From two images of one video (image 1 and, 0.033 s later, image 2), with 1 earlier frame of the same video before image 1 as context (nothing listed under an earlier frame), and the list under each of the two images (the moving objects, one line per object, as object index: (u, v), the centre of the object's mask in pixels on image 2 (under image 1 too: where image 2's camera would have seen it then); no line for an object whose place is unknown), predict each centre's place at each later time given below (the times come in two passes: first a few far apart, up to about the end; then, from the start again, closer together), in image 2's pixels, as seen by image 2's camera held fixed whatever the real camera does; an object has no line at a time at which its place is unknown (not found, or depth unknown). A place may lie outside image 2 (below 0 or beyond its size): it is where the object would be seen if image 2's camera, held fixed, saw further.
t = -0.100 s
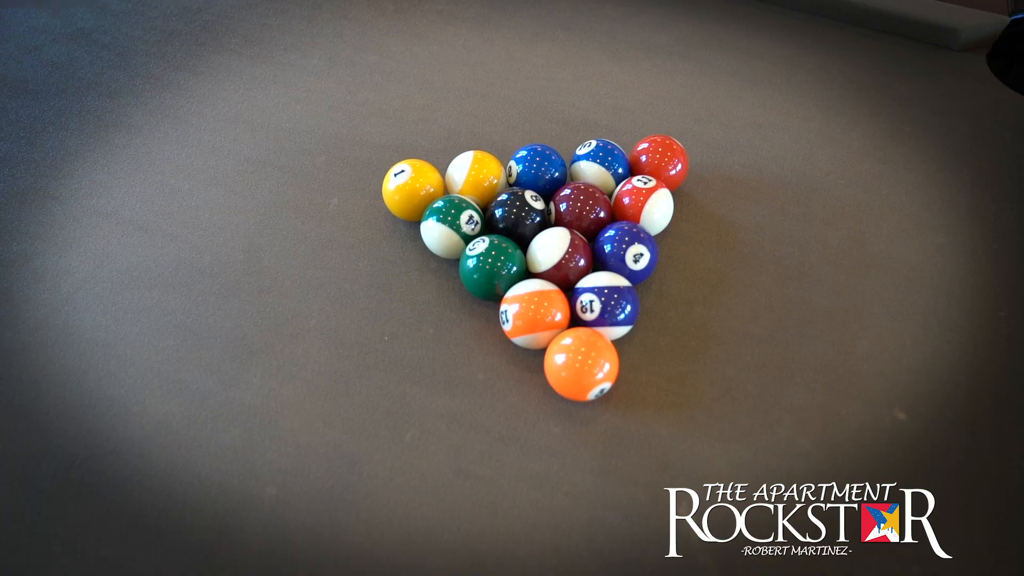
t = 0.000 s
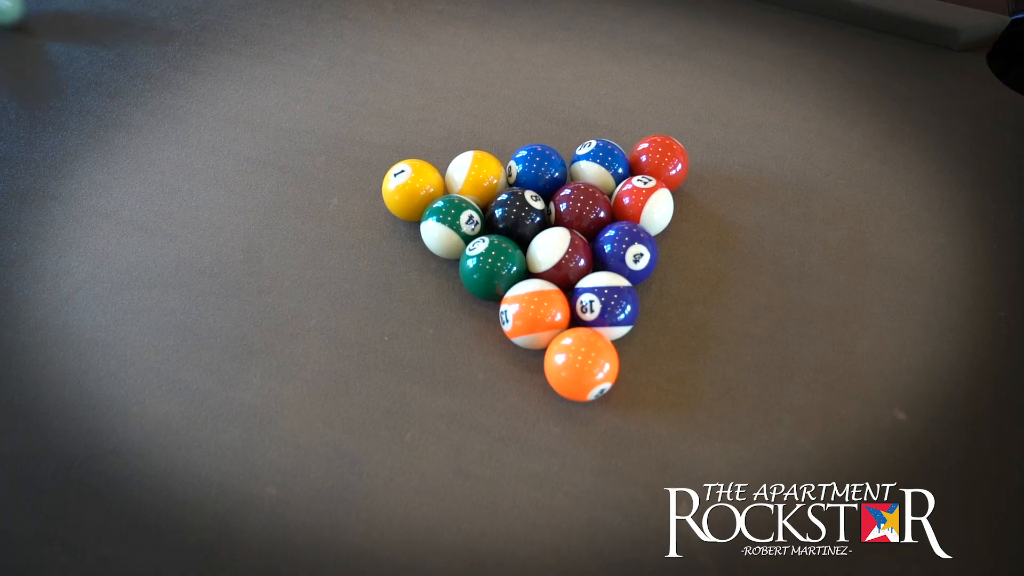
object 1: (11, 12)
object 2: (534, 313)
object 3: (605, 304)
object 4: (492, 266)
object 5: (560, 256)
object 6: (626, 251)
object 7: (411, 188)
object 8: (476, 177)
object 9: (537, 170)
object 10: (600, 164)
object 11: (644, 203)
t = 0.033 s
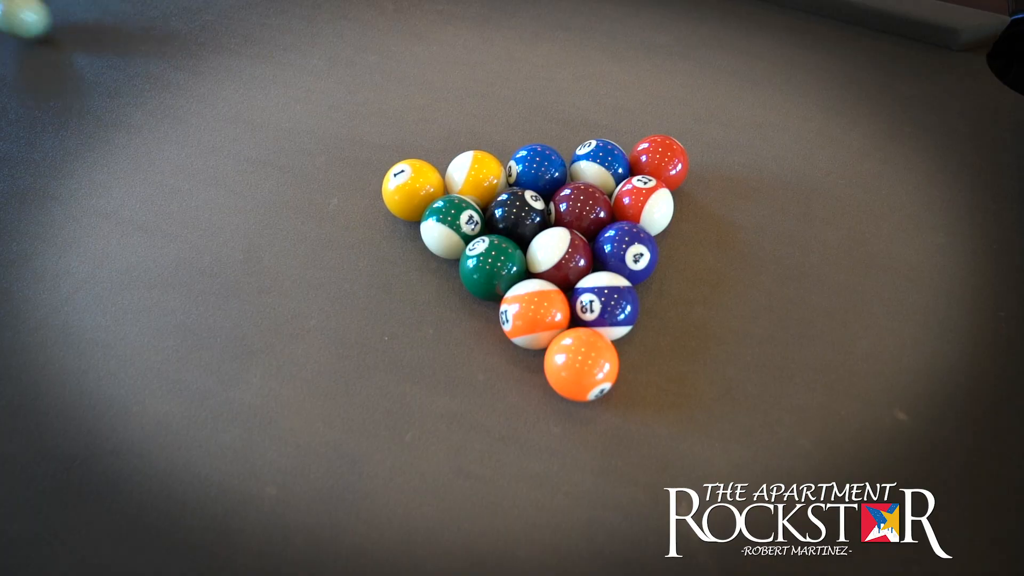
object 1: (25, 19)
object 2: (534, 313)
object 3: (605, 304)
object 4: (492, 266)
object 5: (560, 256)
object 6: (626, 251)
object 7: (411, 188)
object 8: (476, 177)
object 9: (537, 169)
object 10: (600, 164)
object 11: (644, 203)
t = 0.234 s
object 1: (184, 91)
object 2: (534, 313)
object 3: (605, 304)
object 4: (492, 267)
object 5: (560, 256)
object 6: (626, 251)
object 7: (411, 188)
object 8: (476, 177)
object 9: (537, 169)
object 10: (600, 164)
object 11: (644, 203)
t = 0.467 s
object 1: (349, 177)
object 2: (524, 331)
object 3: (625, 310)
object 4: (484, 275)
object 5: (560, 260)
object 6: (641, 253)
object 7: (414, 183)
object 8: (479, 175)
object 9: (542, 169)
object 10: (603, 164)
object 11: (648, 201)
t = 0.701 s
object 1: (313, 197)
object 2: (486, 386)
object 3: (690, 330)
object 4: (453, 296)
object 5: (564, 262)
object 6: (691, 262)
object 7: (417, 167)
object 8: (481, 170)
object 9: (548, 167)
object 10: (616, 161)
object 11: (669, 192)
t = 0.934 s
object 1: (288, 216)
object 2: (452, 435)
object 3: (744, 346)
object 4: (426, 315)
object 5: (567, 263)
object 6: (732, 268)
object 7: (420, 154)
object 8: (483, 166)
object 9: (554, 165)
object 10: (629, 155)
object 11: (689, 183)
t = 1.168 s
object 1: (268, 235)
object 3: (799, 362)
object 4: (397, 334)
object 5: (569, 264)
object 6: (771, 274)
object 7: (422, 141)
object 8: (484, 161)
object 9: (558, 162)
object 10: (640, 149)
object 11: (706, 174)
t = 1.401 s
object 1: (249, 255)
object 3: (851, 377)
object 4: (368, 355)
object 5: (571, 264)
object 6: (810, 279)
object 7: (423, 128)
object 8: (485, 156)
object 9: (563, 160)
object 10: (651, 143)
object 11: (723, 165)
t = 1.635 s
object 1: (229, 275)
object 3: (905, 393)
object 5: (572, 264)
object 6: (848, 285)
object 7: (424, 117)
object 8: (487, 152)
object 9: (566, 158)
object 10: (661, 138)
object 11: (739, 157)
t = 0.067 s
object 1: (44, 26)
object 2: (534, 313)
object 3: (605, 304)
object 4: (492, 267)
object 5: (560, 256)
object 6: (626, 251)
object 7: (411, 188)
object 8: (476, 177)
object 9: (537, 169)
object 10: (600, 164)
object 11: (644, 203)
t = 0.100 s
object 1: (71, 37)
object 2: (534, 313)
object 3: (605, 304)
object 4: (492, 266)
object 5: (560, 256)
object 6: (626, 251)
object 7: (411, 188)
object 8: (476, 177)
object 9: (537, 169)
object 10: (600, 164)
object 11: (644, 203)
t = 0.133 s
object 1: (98, 50)
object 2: (534, 313)
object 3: (605, 304)
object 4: (492, 266)
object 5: (560, 256)
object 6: (626, 251)
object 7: (411, 188)
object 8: (476, 177)
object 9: (537, 169)
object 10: (600, 164)
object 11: (644, 203)
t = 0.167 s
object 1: (126, 64)
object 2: (534, 313)
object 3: (605, 304)
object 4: (492, 266)
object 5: (560, 256)
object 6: (626, 251)
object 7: (411, 188)
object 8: (476, 177)
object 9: (537, 169)
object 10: (600, 164)
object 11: (644, 203)
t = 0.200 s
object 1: (155, 77)
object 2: (534, 313)
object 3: (605, 304)
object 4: (492, 266)
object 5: (560, 256)
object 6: (626, 251)
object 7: (411, 188)
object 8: (476, 177)
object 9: (537, 169)
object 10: (600, 164)
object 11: (644, 203)
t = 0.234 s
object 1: (184, 91)
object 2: (534, 313)
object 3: (605, 304)
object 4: (492, 267)
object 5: (560, 256)
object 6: (626, 251)
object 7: (411, 188)
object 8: (476, 177)
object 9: (537, 169)
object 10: (600, 164)
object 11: (644, 203)
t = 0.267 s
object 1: (215, 106)
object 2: (534, 313)
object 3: (605, 304)
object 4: (492, 267)
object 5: (560, 256)
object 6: (626, 251)
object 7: (411, 188)
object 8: (476, 177)
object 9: (537, 169)
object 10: (600, 164)
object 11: (644, 203)
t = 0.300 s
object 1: (246, 120)
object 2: (534, 313)
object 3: (605, 304)
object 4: (492, 267)
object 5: (560, 256)
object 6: (626, 251)
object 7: (411, 188)
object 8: (476, 177)
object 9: (537, 169)
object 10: (600, 164)
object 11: (644, 203)
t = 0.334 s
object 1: (279, 136)
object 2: (534, 313)
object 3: (605, 304)
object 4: (492, 267)
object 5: (560, 256)
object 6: (626, 251)
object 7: (411, 188)
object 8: (476, 177)
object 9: (537, 169)
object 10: (600, 164)
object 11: (644, 203)
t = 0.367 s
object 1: (314, 152)
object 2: (534, 313)
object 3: (605, 304)
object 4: (492, 267)
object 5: (560, 256)
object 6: (626, 251)
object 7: (411, 188)
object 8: (476, 177)
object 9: (537, 169)
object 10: (600, 164)
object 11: (644, 203)
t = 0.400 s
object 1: (349, 169)
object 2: (534, 314)
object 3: (605, 304)
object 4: (492, 267)
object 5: (560, 256)
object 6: (626, 251)
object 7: (411, 188)
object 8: (476, 177)
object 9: (537, 169)
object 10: (600, 164)
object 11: (644, 203)
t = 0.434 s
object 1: (354, 175)
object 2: (530, 322)
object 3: (614, 307)
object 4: (488, 271)
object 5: (560, 259)
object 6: (633, 252)
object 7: (413, 186)
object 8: (478, 176)
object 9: (540, 169)
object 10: (601, 164)
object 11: (645, 202)
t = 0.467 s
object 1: (349, 177)
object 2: (524, 331)
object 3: (625, 310)
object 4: (484, 275)
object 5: (560, 260)
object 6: (641, 253)
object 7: (414, 183)
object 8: (479, 175)
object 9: (542, 169)
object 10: (603, 164)
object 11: (648, 201)
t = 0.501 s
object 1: (343, 180)
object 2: (518, 339)
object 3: (635, 313)
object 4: (479, 278)
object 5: (561, 260)
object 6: (649, 254)
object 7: (415, 181)
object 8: (479, 174)
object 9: (544, 169)
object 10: (605, 164)
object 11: (651, 200)
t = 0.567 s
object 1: (333, 186)
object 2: (507, 355)
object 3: (655, 319)
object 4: (470, 285)
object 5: (562, 261)
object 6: (664, 257)
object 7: (416, 176)
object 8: (480, 173)
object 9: (545, 168)
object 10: (609, 163)
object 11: (658, 197)
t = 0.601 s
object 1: (327, 189)
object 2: (502, 363)
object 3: (664, 322)
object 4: (466, 287)
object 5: (562, 261)
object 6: (671, 258)
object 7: (416, 174)
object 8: (480, 172)
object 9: (546, 168)
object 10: (611, 163)
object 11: (661, 196)
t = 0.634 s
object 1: (323, 192)
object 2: (496, 371)
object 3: (673, 325)
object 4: (462, 290)
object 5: (563, 261)
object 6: (678, 260)
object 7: (416, 172)
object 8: (481, 171)
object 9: (547, 168)
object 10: (613, 162)
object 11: (664, 195)
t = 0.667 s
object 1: (318, 194)
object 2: (491, 379)
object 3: (681, 327)
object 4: (458, 293)
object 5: (563, 262)
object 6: (685, 261)
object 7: (417, 169)
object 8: (481, 171)
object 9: (548, 168)
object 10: (615, 161)
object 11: (667, 194)
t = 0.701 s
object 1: (313, 197)
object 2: (486, 386)
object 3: (690, 330)
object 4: (453, 296)
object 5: (564, 262)
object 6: (691, 262)
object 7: (417, 167)
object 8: (481, 170)
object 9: (548, 167)
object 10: (616, 161)
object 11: (669, 192)
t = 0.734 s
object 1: (309, 200)
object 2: (481, 393)
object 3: (698, 332)
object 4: (449, 299)
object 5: (564, 262)
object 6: (697, 263)
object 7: (417, 166)
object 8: (481, 169)
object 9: (549, 167)
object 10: (618, 160)
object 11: (672, 191)
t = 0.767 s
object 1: (305, 202)
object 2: (476, 400)
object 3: (706, 334)
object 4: (445, 301)
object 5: (565, 262)
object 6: (702, 264)
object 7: (418, 163)
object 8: (482, 169)
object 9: (550, 167)
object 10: (620, 159)
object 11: (675, 190)
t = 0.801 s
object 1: (301, 205)
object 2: (471, 407)
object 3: (714, 337)
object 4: (441, 304)
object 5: (565, 262)
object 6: (708, 265)
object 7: (418, 161)
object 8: (482, 168)
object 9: (551, 166)
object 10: (622, 158)
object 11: (678, 188)
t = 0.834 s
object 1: (298, 208)
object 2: (467, 414)
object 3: (721, 339)
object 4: (438, 307)
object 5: (565, 263)
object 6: (714, 265)
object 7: (419, 160)
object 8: (482, 167)
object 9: (551, 166)
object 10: (624, 157)
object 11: (681, 187)
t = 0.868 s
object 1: (294, 211)
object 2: (462, 421)
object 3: (729, 341)
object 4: (434, 310)
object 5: (566, 263)
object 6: (720, 266)
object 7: (419, 158)
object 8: (482, 167)
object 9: (552, 166)
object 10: (625, 156)
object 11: (683, 186)
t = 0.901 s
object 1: (291, 213)
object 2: (456, 427)
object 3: (736, 343)
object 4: (430, 312)
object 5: (566, 263)
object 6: (726, 267)
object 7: (420, 156)
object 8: (483, 166)
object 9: (553, 165)
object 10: (627, 155)
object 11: (686, 184)
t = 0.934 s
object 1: (288, 216)
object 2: (452, 435)
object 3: (744, 346)
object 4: (426, 315)
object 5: (567, 263)
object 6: (732, 268)
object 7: (420, 154)
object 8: (483, 166)
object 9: (554, 165)
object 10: (629, 155)
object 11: (689, 183)
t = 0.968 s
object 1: (285, 219)
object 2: (446, 442)
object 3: (752, 348)
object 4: (422, 318)
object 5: (567, 263)
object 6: (737, 269)
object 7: (420, 152)
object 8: (483, 165)
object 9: (555, 164)
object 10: (630, 154)
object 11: (691, 181)
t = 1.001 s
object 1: (283, 222)
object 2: (441, 449)
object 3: (759, 350)
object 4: (418, 320)
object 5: (567, 263)
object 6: (743, 270)
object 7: (421, 150)
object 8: (483, 164)
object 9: (555, 164)
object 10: (632, 153)
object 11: (694, 180)
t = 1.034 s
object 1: (280, 224)
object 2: (436, 456)
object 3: (767, 353)
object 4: (414, 323)
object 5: (568, 263)
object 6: (749, 271)
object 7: (421, 148)
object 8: (483, 164)
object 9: (556, 164)
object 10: (634, 152)
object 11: (696, 179)
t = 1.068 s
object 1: (277, 227)
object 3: (775, 355)
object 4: (410, 326)
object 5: (568, 264)
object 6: (755, 271)
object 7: (421, 147)
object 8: (483, 163)
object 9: (557, 164)
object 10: (636, 151)
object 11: (699, 177)
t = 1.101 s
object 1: (274, 230)
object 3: (783, 357)
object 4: (406, 329)
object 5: (568, 263)
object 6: (760, 272)
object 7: (421, 145)
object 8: (483, 162)
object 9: (557, 163)
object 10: (637, 150)
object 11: (701, 176)
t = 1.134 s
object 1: (271, 233)
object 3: (791, 360)
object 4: (402, 332)
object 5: (569, 264)
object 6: (766, 273)
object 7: (421, 143)
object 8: (484, 161)
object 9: (558, 163)
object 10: (639, 150)
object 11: (704, 175)
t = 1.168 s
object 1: (268, 235)
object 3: (799, 362)
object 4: (397, 334)
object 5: (569, 264)
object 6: (771, 274)
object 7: (422, 141)
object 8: (484, 161)
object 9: (558, 162)
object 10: (640, 149)
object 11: (706, 174)
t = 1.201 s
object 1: (266, 238)
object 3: (806, 364)
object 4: (393, 337)
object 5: (569, 264)
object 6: (777, 275)
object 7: (422, 139)
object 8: (484, 160)
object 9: (559, 162)
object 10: (642, 148)
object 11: (709, 173)
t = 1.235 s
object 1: (263, 241)
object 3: (813, 367)
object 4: (389, 340)
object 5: (569, 264)
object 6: (782, 276)
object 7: (422, 137)
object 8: (484, 159)
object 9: (560, 162)
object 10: (643, 147)
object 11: (711, 171)
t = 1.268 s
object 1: (260, 244)
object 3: (821, 368)
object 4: (385, 343)
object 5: (570, 264)
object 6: (788, 276)
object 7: (422, 135)
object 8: (484, 159)
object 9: (560, 161)
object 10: (645, 146)
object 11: (713, 170)
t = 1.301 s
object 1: (257, 247)
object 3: (828, 371)
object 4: (381, 346)
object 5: (570, 264)
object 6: (793, 277)
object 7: (422, 134)
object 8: (484, 158)
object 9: (561, 161)
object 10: (647, 146)
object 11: (716, 169)
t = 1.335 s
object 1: (255, 249)
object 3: (836, 373)
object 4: (377, 349)
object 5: (570, 264)
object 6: (799, 278)
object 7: (423, 132)
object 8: (485, 158)
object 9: (561, 161)
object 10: (648, 145)
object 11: (718, 168)
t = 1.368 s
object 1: (252, 252)
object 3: (843, 375)
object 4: (372, 352)
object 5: (570, 264)
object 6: (804, 279)
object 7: (423, 130)
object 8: (485, 157)
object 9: (562, 161)
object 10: (650, 144)
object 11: (721, 167)
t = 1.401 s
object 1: (249, 255)
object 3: (851, 377)
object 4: (368, 355)
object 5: (571, 264)
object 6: (810, 279)
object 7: (423, 128)
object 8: (485, 156)
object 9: (563, 160)
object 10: (651, 143)
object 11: (723, 165)
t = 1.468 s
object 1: (243, 261)
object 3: (867, 382)
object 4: (360, 361)
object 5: (572, 264)
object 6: (821, 281)
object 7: (424, 125)
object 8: (486, 155)
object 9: (564, 160)
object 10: (654, 142)
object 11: (728, 163)
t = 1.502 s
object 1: (241, 264)
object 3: (874, 384)
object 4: (356, 363)
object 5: (572, 264)
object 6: (827, 282)
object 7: (424, 123)
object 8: (486, 154)
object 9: (564, 159)
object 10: (656, 141)
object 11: (730, 162)
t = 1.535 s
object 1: (238, 266)
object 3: (882, 386)
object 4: (353, 366)
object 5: (572, 264)
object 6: (832, 283)
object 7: (424, 121)
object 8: (486, 154)
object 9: (565, 159)
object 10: (657, 140)
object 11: (732, 160)
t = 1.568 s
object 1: (235, 269)
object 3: (889, 388)
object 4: (349, 369)
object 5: (572, 264)
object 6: (837, 283)
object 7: (424, 120)
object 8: (486, 153)
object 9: (565, 159)
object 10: (659, 139)
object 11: (734, 159)
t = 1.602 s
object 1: (232, 272)
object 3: (897, 391)
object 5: (572, 264)
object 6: (843, 284)
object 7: (424, 118)
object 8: (487, 153)
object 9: (566, 159)
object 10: (660, 139)
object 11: (737, 158)
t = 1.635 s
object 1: (229, 275)
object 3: (905, 393)
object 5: (572, 264)
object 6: (848, 285)
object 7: (424, 117)
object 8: (487, 152)
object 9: (566, 158)
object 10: (661, 138)
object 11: (739, 157)
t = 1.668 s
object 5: (572, 264)
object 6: (853, 286)
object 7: (425, 115)
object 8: (487, 152)
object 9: (567, 158)
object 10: (663, 137)
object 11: (741, 156)
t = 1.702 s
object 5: (572, 264)
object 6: (858, 287)
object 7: (425, 113)
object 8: (487, 151)
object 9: (567, 158)
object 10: (664, 137)
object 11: (743, 155)
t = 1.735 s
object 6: (864, 287)
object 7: (425, 112)
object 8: (487, 150)
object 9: (567, 158)
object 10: (665, 136)
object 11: (745, 154)
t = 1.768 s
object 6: (869, 288)
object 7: (425, 110)
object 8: (487, 150)
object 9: (568, 158)
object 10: (667, 135)
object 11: (747, 153)
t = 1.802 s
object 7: (425, 108)
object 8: (487, 149)
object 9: (568, 157)
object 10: (668, 134)
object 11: (749, 151)
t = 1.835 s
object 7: (425, 107)
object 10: (669, 133)
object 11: (751, 150)
